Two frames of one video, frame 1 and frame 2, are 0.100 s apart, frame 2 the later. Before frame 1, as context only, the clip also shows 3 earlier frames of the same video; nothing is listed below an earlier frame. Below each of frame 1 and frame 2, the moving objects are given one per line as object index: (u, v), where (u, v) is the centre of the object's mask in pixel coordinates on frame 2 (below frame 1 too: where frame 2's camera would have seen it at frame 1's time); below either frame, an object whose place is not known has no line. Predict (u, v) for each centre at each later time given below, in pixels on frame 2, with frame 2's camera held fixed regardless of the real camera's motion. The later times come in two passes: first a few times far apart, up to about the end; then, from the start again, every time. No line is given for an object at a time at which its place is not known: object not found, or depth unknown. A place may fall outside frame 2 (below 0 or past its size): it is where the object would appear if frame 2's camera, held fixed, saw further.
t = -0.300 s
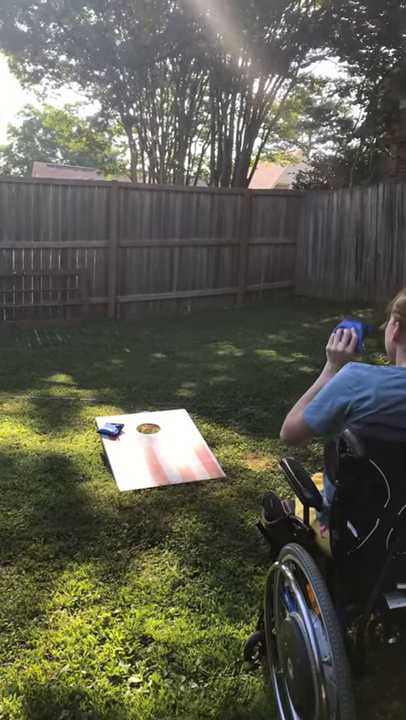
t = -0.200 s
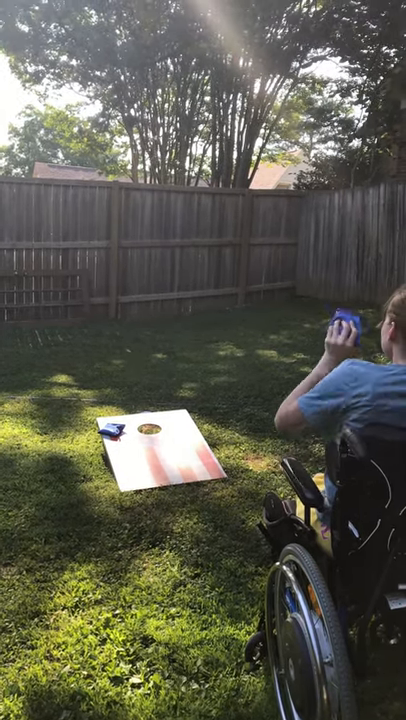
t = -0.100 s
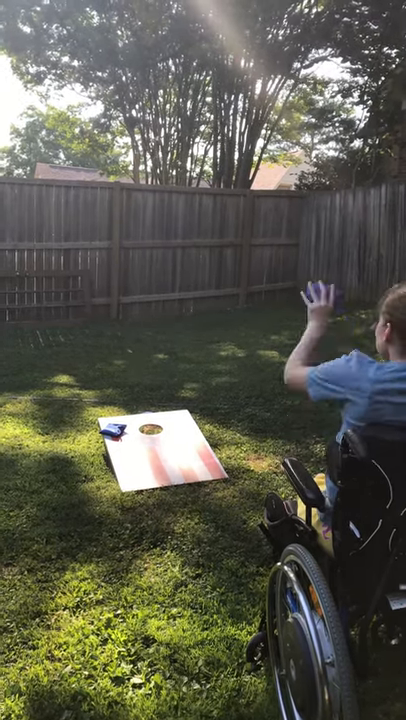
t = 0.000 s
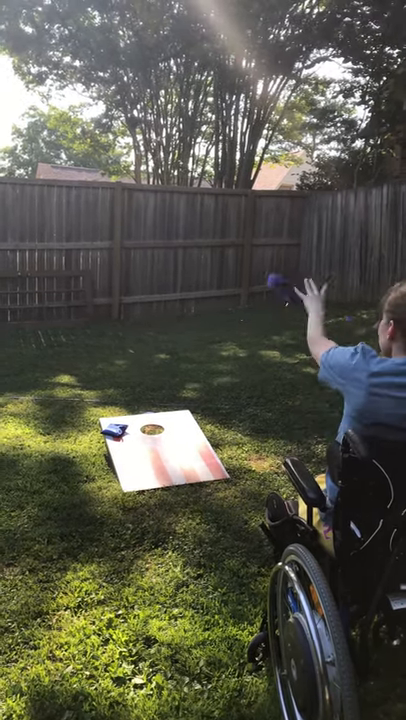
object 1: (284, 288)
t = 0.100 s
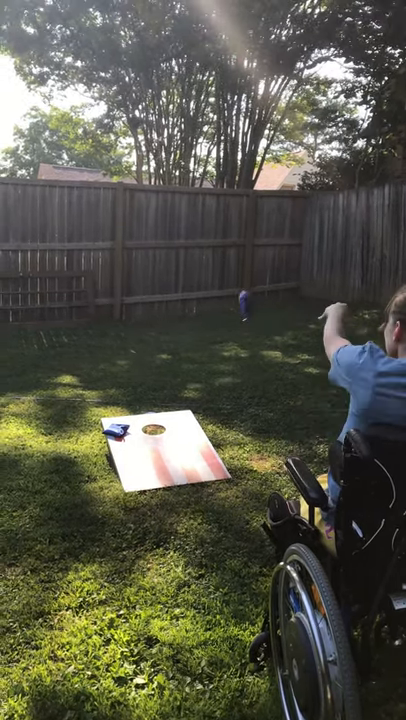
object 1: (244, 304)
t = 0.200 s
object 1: (216, 338)
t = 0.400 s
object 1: (173, 435)
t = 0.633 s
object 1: (151, 436)
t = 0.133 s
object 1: (235, 313)
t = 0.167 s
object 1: (226, 324)
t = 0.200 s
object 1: (216, 338)
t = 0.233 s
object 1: (209, 350)
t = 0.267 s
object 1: (201, 366)
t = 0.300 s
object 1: (193, 382)
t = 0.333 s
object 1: (182, 400)
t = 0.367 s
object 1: (179, 417)
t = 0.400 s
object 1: (173, 435)
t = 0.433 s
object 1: (168, 448)
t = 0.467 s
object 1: (165, 442)
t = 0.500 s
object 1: (162, 439)
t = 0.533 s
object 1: (159, 438)
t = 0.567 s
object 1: (156, 437)
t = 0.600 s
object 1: (153, 436)
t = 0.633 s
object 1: (151, 436)
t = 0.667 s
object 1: (149, 436)
